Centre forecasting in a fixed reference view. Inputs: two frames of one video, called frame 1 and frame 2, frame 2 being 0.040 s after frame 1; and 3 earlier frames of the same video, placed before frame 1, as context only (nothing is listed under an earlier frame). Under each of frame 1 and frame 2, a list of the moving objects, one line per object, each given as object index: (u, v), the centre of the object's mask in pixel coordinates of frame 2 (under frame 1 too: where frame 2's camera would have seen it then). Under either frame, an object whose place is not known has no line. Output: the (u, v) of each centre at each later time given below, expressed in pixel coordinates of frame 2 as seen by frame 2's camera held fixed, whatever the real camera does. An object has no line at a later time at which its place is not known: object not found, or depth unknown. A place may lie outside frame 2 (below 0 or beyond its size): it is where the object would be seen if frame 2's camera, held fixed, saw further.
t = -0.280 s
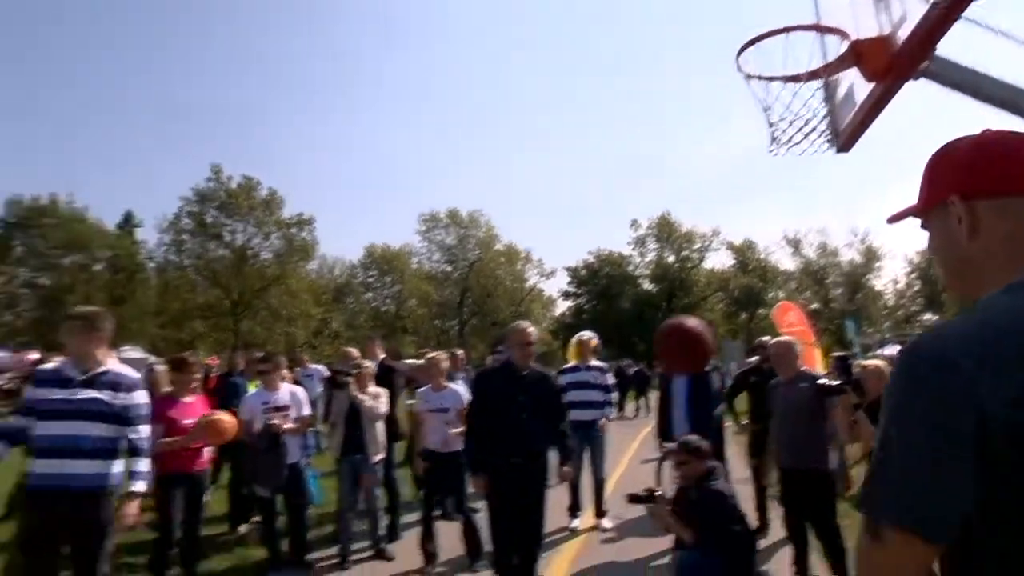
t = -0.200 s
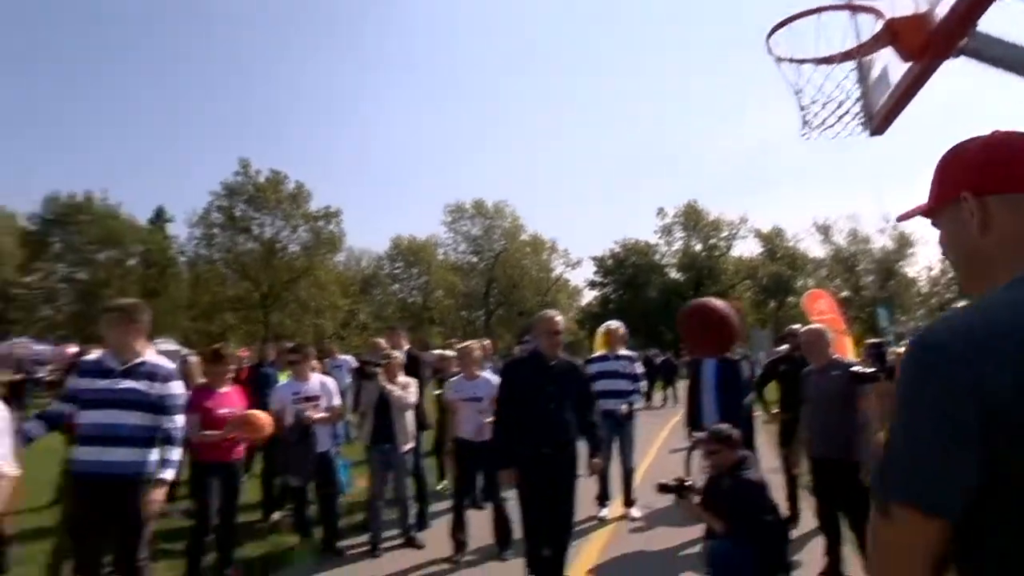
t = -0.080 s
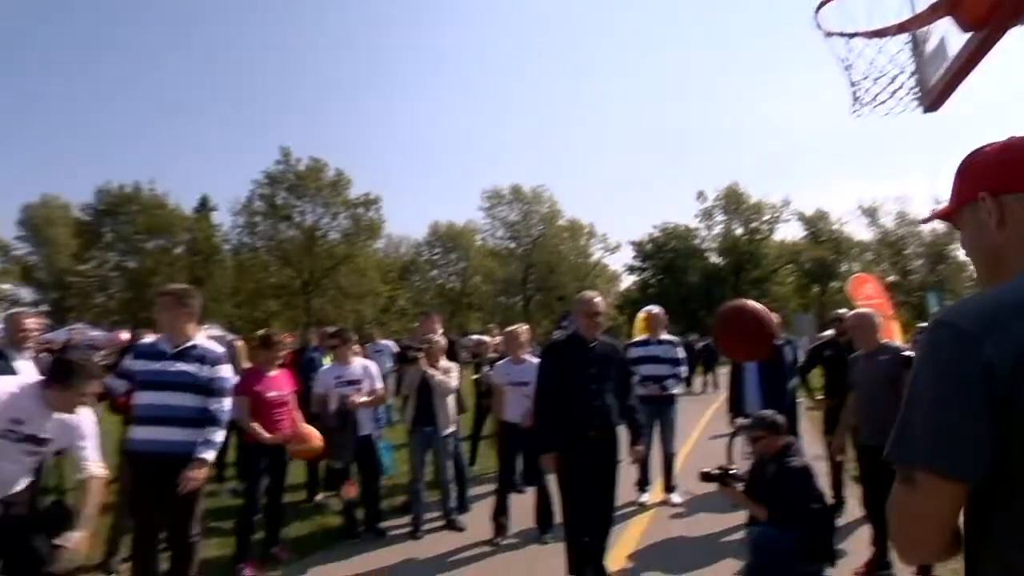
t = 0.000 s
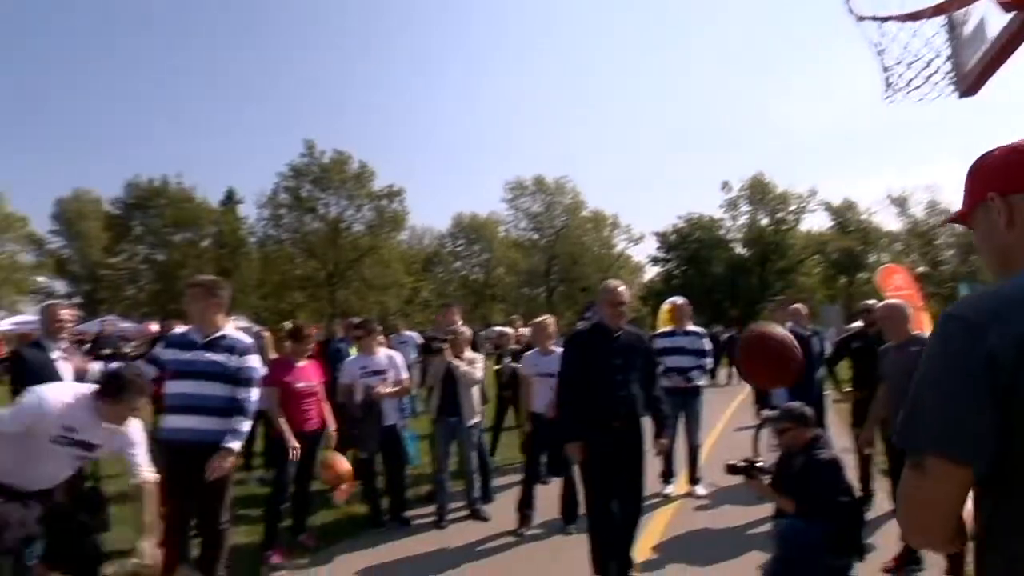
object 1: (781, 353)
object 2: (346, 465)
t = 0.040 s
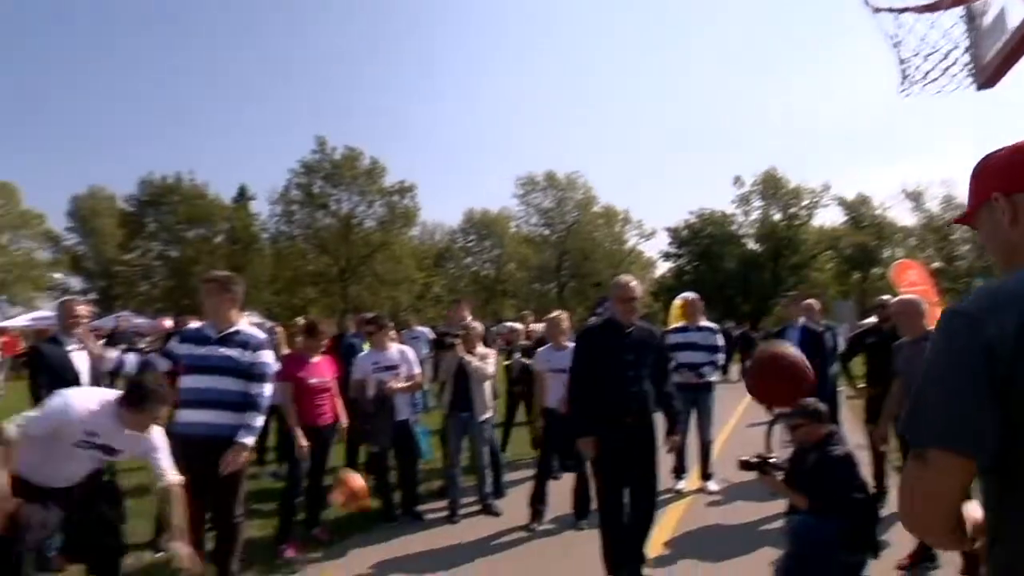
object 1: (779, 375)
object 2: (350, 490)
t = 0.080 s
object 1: (777, 404)
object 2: (353, 513)
